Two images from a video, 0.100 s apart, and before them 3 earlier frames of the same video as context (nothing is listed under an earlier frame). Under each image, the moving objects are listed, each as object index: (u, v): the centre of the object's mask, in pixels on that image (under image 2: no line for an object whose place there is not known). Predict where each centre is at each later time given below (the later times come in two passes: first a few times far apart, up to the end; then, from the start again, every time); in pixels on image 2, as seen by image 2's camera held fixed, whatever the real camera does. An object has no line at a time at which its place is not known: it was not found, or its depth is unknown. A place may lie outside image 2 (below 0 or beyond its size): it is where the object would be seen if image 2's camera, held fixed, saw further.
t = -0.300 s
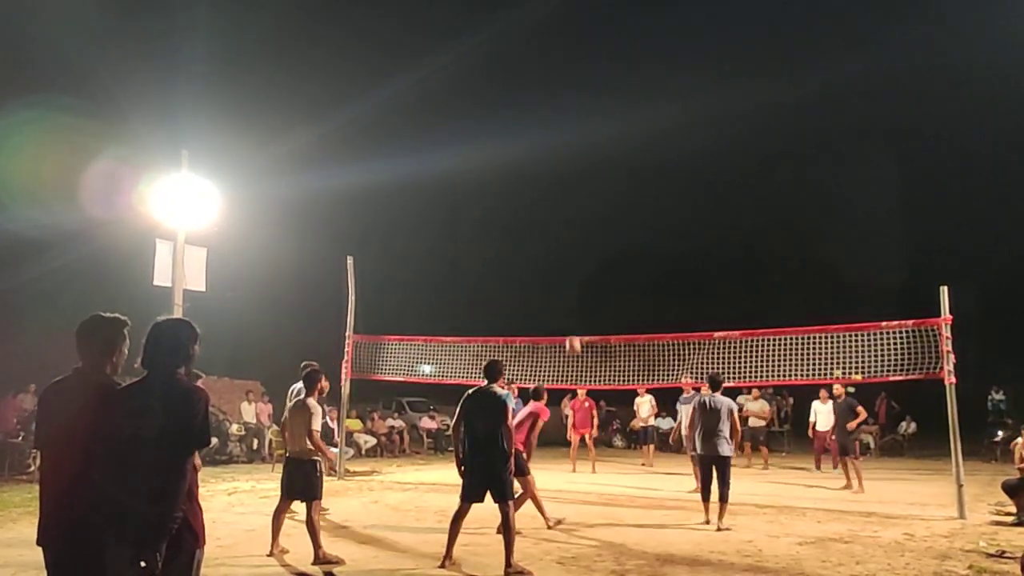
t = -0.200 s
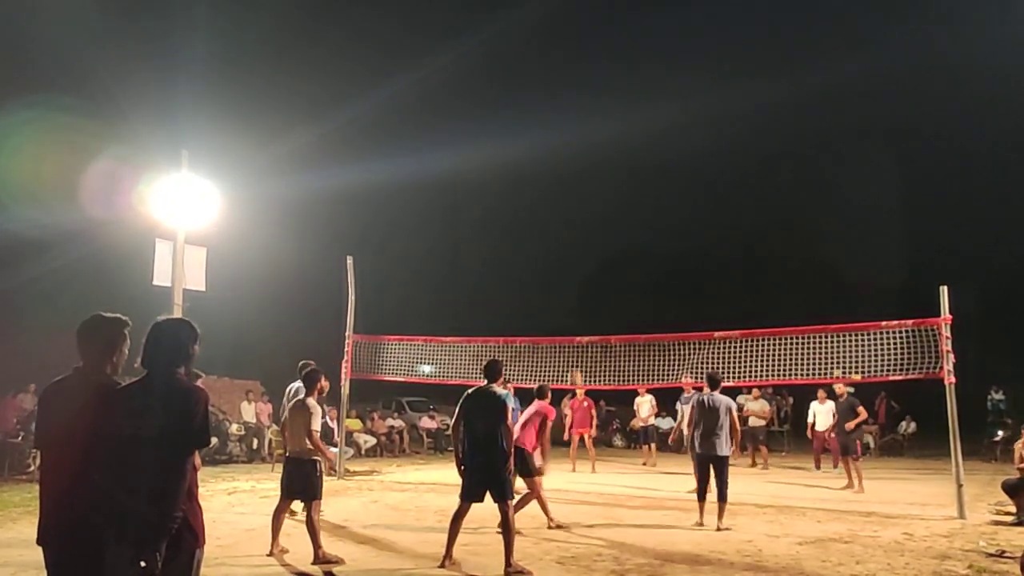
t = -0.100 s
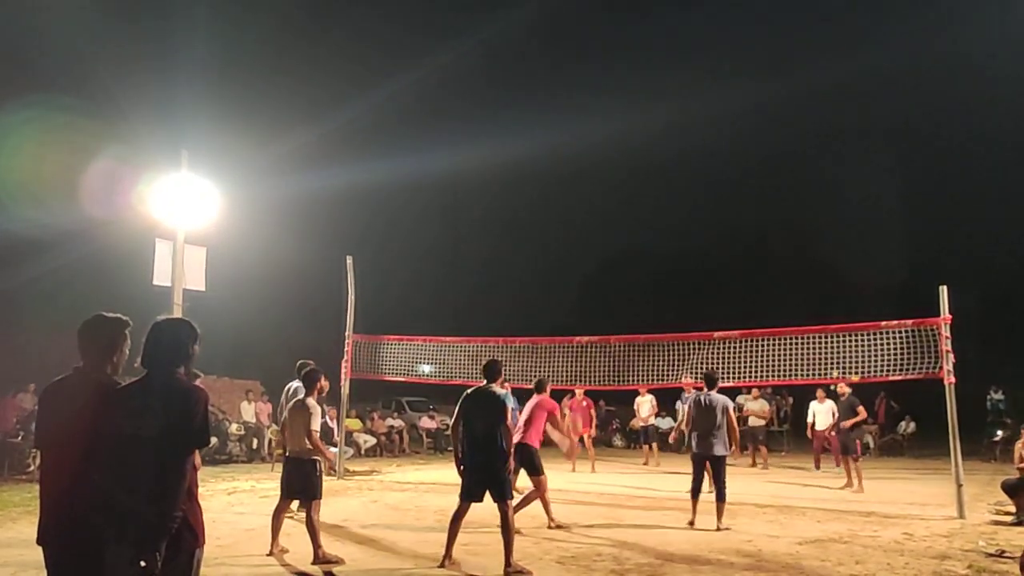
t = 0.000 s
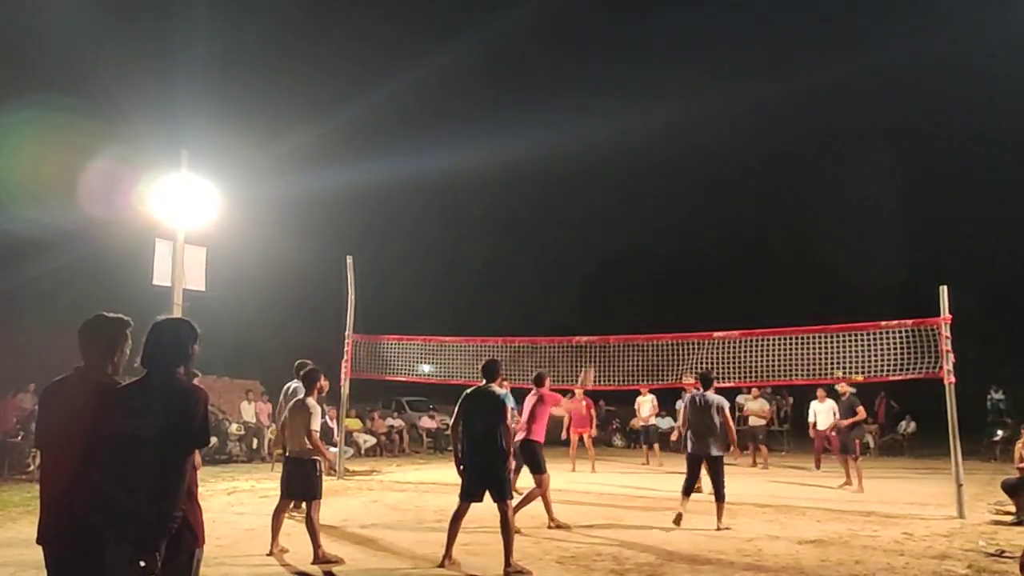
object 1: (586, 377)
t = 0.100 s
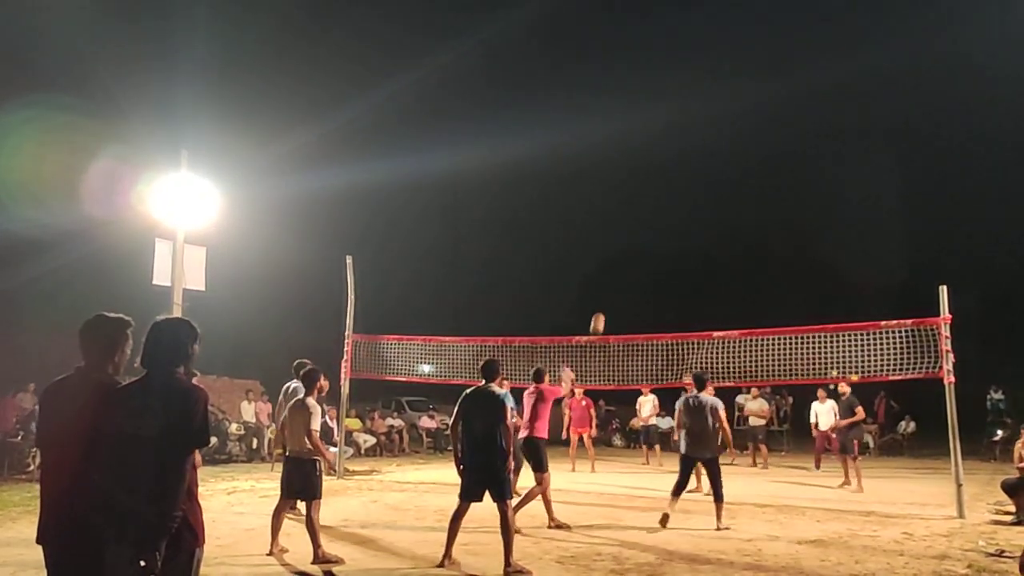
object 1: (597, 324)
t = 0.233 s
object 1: (610, 271)
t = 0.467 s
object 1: (628, 220)
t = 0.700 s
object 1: (643, 209)
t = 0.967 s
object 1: (657, 235)
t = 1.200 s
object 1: (668, 282)
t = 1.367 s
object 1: (676, 327)
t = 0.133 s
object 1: (600, 309)
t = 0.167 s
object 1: (604, 295)
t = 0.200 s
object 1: (607, 282)
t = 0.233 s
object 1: (610, 271)
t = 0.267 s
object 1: (613, 260)
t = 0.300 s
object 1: (615, 251)
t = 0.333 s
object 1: (618, 242)
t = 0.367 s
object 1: (621, 236)
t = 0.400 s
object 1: (623, 230)
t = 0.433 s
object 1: (626, 224)
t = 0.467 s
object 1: (628, 220)
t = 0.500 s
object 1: (630, 216)
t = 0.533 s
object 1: (633, 213)
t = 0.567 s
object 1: (635, 210)
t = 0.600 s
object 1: (637, 209)
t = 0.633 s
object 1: (639, 208)
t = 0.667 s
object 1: (641, 208)
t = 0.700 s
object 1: (643, 209)
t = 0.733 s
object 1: (645, 210)
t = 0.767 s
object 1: (646, 212)
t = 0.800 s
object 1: (648, 215)
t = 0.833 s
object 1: (650, 218)
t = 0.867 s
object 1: (652, 221)
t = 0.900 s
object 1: (654, 225)
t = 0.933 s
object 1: (656, 230)
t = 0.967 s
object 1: (657, 235)
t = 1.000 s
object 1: (659, 240)
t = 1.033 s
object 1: (660, 246)
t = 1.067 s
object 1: (662, 252)
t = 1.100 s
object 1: (664, 259)
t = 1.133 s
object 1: (665, 267)
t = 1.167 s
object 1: (667, 274)
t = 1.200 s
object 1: (668, 282)
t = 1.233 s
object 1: (670, 291)
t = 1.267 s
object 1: (672, 299)
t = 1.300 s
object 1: (673, 308)
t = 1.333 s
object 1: (674, 318)
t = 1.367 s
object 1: (676, 327)
